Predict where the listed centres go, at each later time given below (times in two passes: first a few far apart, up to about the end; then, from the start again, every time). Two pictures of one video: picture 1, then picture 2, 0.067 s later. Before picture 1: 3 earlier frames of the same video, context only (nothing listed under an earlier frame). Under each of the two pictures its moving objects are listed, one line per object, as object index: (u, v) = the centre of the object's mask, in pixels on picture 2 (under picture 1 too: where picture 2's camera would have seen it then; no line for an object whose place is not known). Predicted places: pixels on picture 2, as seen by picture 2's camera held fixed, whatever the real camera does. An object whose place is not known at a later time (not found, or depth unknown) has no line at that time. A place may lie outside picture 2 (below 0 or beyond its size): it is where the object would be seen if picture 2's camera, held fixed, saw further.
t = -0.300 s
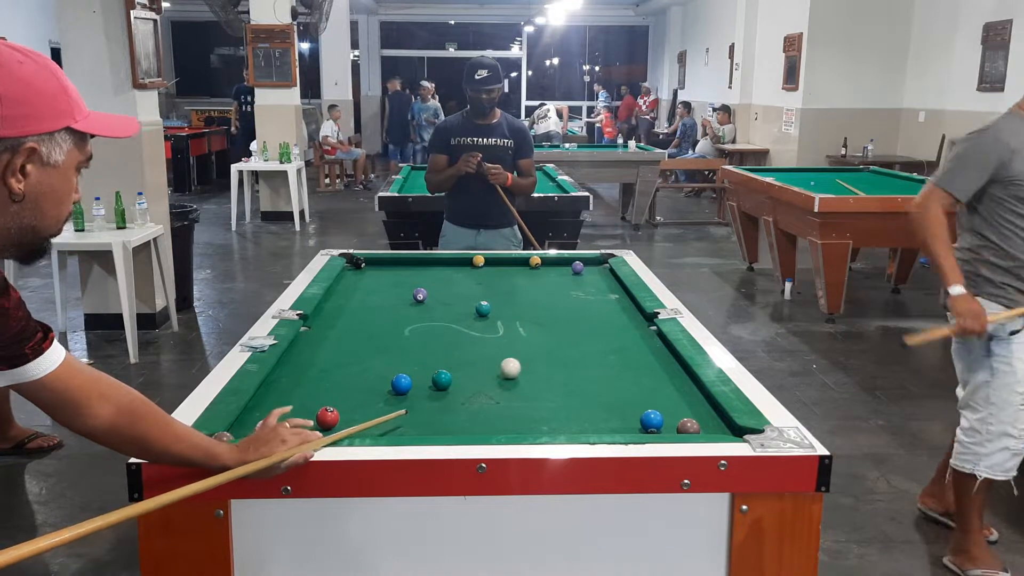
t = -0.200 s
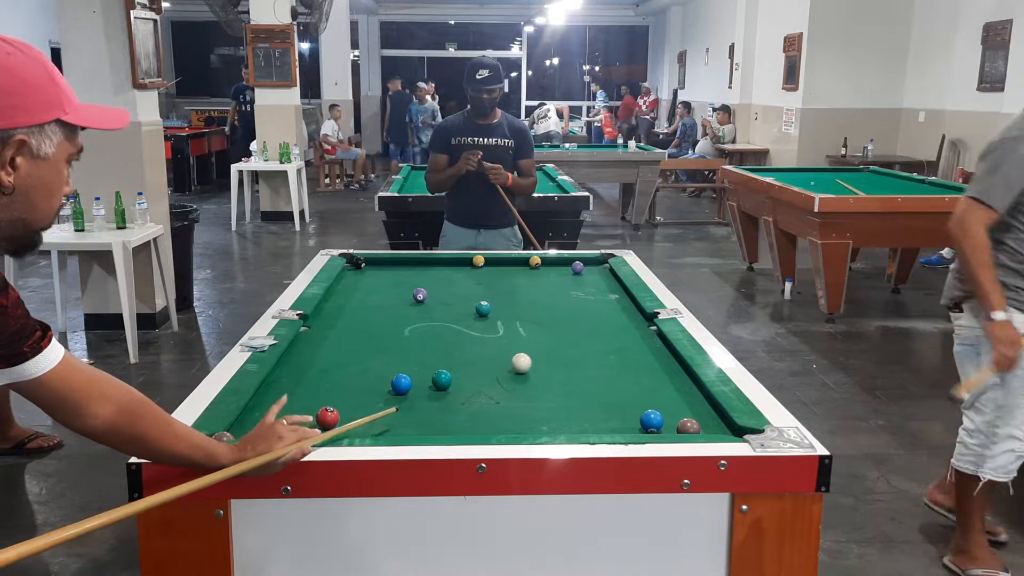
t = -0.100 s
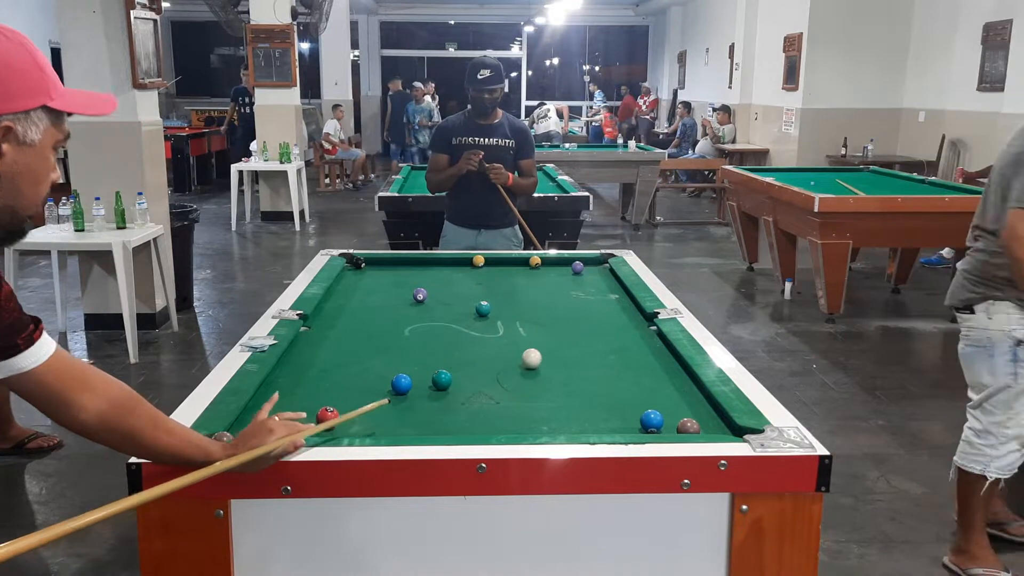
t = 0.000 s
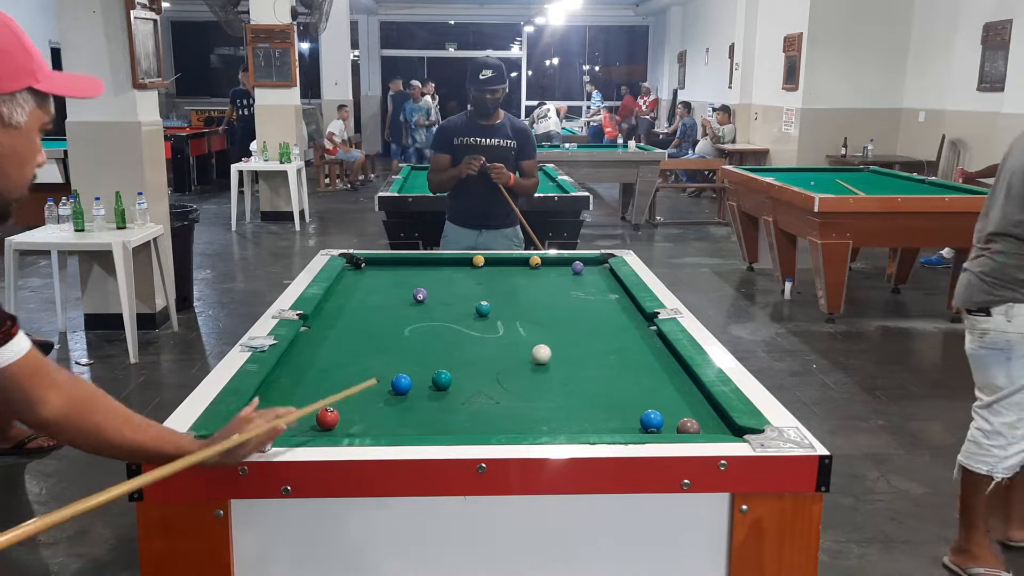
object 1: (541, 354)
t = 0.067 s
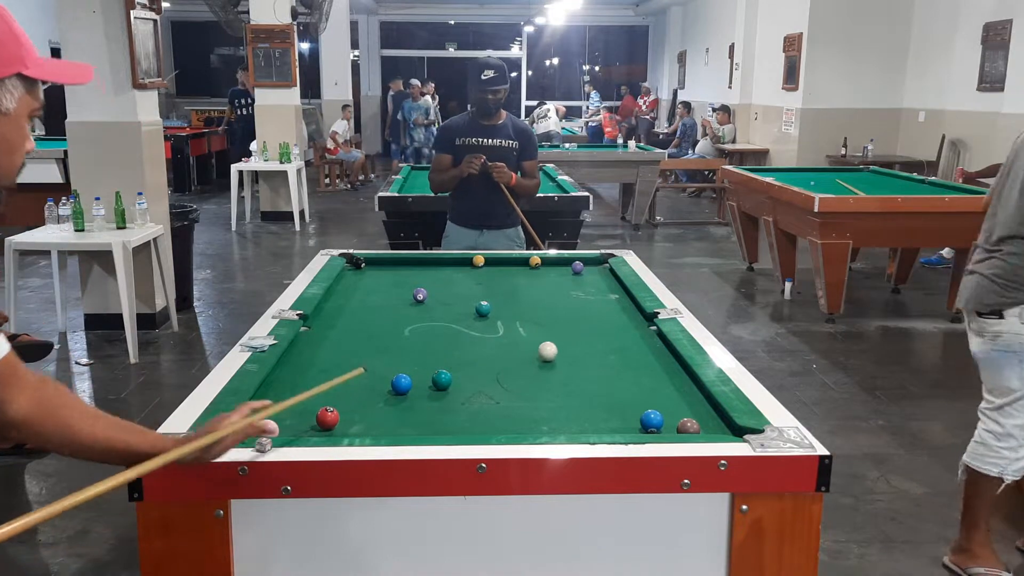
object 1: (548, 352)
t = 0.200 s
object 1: (560, 346)
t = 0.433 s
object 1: (578, 338)
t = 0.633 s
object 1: (593, 332)
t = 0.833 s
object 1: (606, 326)
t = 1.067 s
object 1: (620, 320)
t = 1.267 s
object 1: (630, 315)
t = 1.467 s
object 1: (635, 311)
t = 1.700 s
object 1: (625, 308)
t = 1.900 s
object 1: (617, 306)
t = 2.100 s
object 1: (611, 304)
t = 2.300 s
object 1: (606, 303)
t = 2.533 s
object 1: (601, 301)
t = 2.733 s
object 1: (597, 300)
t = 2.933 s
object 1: (595, 299)
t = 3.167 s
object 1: (593, 299)
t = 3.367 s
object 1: (592, 299)
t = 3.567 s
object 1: (592, 299)
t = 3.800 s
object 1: (592, 299)
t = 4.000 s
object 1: (592, 299)
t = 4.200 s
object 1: (592, 299)
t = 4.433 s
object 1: (592, 299)
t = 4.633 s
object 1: (593, 299)
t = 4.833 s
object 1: (592, 299)
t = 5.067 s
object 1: (592, 299)
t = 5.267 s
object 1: (592, 299)
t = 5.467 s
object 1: (592, 299)
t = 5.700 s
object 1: (592, 299)
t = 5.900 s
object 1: (592, 299)
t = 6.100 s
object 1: (592, 299)
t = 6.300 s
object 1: (592, 299)
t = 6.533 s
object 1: (593, 299)
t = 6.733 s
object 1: (592, 299)
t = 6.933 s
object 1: (592, 299)
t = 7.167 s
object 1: (592, 299)
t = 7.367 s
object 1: (592, 299)
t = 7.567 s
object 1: (592, 299)
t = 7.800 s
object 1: (592, 299)
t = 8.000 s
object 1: (592, 299)
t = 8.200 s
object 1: (593, 299)
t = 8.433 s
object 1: (592, 299)
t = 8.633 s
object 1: (592, 299)
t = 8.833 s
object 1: (592, 299)
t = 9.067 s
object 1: (592, 299)
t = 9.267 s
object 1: (592, 299)
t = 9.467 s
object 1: (592, 299)
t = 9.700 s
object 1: (592, 299)
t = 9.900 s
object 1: (592, 299)
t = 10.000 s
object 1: (592, 299)
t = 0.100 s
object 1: (551, 350)
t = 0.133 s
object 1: (554, 349)
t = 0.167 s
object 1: (557, 347)
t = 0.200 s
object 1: (560, 346)
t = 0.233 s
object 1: (562, 345)
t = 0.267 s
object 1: (565, 344)
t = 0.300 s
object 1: (568, 343)
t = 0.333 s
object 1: (571, 341)
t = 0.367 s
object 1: (573, 340)
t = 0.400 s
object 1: (576, 339)
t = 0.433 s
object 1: (578, 338)
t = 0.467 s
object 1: (581, 337)
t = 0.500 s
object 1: (583, 336)
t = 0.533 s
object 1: (586, 334)
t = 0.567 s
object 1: (588, 334)
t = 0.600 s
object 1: (590, 333)
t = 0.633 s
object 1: (593, 332)
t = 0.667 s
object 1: (595, 331)
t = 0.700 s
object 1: (598, 329)
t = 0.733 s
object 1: (600, 328)
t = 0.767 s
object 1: (602, 327)
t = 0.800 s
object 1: (604, 327)
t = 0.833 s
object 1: (606, 326)
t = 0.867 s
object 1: (608, 325)
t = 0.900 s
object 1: (610, 324)
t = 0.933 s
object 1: (612, 323)
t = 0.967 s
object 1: (614, 322)
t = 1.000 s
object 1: (616, 321)
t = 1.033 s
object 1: (618, 321)
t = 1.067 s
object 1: (620, 320)
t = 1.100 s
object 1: (622, 319)
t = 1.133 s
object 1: (623, 318)
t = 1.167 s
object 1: (625, 317)
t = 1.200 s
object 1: (627, 317)
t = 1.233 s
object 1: (629, 316)
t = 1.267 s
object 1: (630, 315)
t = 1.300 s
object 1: (632, 315)
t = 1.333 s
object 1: (633, 314)
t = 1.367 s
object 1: (635, 313)
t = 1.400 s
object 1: (636, 312)
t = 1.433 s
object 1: (636, 312)
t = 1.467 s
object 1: (635, 311)
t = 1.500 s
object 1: (633, 311)
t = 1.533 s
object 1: (632, 311)
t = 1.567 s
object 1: (630, 310)
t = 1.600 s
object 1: (629, 310)
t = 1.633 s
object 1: (627, 309)
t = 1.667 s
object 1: (626, 309)
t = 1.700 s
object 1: (625, 308)
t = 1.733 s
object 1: (623, 308)
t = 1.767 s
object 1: (622, 308)
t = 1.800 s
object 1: (621, 307)
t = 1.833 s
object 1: (620, 307)
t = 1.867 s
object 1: (618, 307)
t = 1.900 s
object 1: (617, 306)
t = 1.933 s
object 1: (616, 306)
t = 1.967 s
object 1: (615, 306)
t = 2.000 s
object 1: (614, 306)
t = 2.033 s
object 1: (613, 305)
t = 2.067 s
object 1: (612, 305)
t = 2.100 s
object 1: (611, 304)
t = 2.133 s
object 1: (610, 304)
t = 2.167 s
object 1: (609, 304)
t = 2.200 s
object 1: (608, 304)
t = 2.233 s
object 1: (607, 303)
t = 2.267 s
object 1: (606, 303)
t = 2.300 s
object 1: (606, 303)
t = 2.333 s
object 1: (605, 302)
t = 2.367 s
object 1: (604, 302)
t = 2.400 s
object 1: (603, 302)
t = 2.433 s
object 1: (602, 302)
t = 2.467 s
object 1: (602, 302)
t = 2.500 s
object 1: (601, 301)
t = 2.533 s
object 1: (601, 301)
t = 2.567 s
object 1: (600, 301)
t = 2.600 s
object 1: (599, 301)
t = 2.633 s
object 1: (599, 301)
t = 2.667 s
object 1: (598, 301)
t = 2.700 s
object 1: (598, 300)
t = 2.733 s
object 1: (597, 300)
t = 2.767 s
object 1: (597, 300)
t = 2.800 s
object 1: (596, 300)
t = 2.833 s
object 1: (596, 300)
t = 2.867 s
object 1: (595, 300)
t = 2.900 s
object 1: (595, 300)
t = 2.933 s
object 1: (595, 299)
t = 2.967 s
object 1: (594, 299)
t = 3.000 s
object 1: (594, 299)
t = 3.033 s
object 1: (594, 299)
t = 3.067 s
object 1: (593, 299)
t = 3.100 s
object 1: (594, 299)
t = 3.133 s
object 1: (593, 299)
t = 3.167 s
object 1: (593, 299)
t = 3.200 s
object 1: (593, 299)
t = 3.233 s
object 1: (593, 299)
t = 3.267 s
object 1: (593, 299)
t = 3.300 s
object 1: (593, 299)
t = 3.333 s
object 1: (592, 299)
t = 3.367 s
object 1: (592, 299)
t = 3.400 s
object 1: (592, 299)
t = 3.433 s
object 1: (592, 299)
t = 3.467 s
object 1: (592, 299)
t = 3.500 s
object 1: (592, 299)
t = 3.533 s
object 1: (592, 299)
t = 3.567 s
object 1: (592, 299)
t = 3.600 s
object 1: (592, 299)
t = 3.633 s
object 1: (592, 299)
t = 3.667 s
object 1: (592, 299)
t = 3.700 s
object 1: (592, 299)
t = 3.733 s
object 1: (592, 299)
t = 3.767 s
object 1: (592, 299)
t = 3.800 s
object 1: (592, 299)
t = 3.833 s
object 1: (592, 299)
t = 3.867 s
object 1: (592, 299)
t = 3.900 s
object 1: (592, 299)
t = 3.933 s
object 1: (592, 299)
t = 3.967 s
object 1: (592, 299)
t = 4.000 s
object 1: (592, 299)
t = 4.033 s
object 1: (592, 299)
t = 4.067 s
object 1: (592, 299)
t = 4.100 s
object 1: (592, 299)
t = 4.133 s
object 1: (592, 299)
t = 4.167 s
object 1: (592, 299)
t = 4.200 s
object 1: (592, 299)
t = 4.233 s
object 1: (592, 299)
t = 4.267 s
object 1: (592, 299)
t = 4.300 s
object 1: (592, 299)
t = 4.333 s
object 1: (592, 299)
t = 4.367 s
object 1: (592, 299)
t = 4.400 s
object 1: (592, 299)
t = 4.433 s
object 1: (592, 299)
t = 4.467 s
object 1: (592, 299)
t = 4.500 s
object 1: (592, 299)
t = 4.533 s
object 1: (592, 299)
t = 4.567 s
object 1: (592, 299)
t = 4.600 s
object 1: (592, 299)
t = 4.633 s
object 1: (593, 299)
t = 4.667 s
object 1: (592, 299)
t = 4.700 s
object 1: (592, 299)
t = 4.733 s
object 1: (592, 299)
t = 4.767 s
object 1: (592, 299)
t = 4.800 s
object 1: (592, 299)
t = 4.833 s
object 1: (592, 299)
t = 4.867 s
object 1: (592, 299)
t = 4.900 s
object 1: (592, 299)
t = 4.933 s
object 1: (592, 299)
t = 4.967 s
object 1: (592, 299)
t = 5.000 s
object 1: (592, 299)
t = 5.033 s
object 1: (592, 299)
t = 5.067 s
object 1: (592, 299)
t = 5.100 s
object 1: (592, 299)
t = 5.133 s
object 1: (592, 299)
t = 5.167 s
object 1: (592, 299)
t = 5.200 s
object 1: (592, 299)
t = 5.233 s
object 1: (592, 299)
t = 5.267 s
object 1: (592, 299)
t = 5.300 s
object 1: (592, 299)
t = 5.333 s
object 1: (592, 299)
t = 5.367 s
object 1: (592, 299)
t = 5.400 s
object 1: (592, 299)
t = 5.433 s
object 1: (592, 299)
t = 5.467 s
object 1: (592, 299)
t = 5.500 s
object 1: (592, 299)
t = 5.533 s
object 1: (592, 299)
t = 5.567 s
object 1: (592, 299)
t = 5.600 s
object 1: (592, 299)
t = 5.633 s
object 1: (592, 299)
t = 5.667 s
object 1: (592, 299)
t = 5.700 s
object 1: (592, 299)
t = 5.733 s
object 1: (592, 299)
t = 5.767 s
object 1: (592, 299)
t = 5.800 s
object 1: (592, 299)
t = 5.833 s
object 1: (592, 299)
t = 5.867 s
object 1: (592, 299)
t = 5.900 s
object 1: (592, 299)
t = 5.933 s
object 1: (592, 299)
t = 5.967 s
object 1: (592, 299)
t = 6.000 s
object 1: (592, 299)
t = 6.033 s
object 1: (592, 299)
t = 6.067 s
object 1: (592, 299)
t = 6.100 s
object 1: (592, 299)
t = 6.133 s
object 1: (592, 298)
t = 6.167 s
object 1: (593, 298)
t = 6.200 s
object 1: (593, 299)
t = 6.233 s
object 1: (592, 299)
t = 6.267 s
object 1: (593, 299)
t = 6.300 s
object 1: (592, 299)
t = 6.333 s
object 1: (592, 299)
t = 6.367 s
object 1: (592, 299)
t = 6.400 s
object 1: (593, 299)
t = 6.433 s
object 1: (592, 299)
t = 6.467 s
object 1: (592, 299)
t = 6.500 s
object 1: (592, 299)
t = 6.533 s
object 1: (593, 299)
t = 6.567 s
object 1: (592, 299)
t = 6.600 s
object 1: (593, 299)
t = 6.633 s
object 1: (592, 299)
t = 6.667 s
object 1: (592, 299)
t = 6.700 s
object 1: (592, 299)
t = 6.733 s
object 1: (592, 299)
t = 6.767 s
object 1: (592, 299)
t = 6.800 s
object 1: (592, 299)
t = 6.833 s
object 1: (592, 299)
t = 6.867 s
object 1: (592, 299)
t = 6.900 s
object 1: (592, 299)
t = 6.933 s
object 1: (592, 299)
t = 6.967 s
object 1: (592, 299)
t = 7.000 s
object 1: (592, 299)
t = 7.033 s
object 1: (592, 299)
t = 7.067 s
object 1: (592, 299)
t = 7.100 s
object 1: (592, 299)
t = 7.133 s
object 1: (592, 299)
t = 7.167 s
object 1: (592, 299)
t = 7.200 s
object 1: (592, 299)
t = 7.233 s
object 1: (592, 299)
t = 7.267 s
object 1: (592, 299)
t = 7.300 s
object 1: (592, 299)
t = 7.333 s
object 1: (592, 299)
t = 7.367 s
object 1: (592, 299)
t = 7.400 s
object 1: (592, 299)
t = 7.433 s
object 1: (592, 299)
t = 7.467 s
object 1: (592, 299)
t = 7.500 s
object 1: (592, 299)
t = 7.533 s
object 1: (592, 299)
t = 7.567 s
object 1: (592, 299)
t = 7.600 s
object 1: (592, 299)
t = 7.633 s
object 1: (592, 299)
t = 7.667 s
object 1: (592, 299)
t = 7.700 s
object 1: (592, 299)
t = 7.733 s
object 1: (592, 299)
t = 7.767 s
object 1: (592, 299)
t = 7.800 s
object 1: (592, 299)
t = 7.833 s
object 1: (592, 299)
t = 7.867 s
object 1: (592, 299)
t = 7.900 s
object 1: (592, 299)
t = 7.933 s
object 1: (592, 299)
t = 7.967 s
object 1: (592, 299)
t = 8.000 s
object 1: (592, 299)
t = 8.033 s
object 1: (592, 299)
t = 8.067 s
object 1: (592, 299)
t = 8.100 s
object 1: (592, 299)
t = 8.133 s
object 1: (592, 299)
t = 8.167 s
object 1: (592, 299)
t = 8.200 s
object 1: (593, 299)
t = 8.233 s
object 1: (593, 299)
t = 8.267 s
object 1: (593, 299)
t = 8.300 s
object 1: (592, 299)
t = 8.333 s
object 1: (592, 299)
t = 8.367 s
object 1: (592, 299)
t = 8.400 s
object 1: (592, 299)
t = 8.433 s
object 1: (592, 299)
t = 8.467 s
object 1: (592, 299)
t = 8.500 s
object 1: (592, 299)
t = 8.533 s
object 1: (592, 299)
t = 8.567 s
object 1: (592, 299)
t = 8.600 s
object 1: (592, 299)
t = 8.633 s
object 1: (592, 299)
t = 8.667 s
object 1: (592, 299)
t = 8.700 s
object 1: (592, 299)
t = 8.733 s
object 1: (592, 299)
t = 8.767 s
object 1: (592, 299)
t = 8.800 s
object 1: (592, 299)
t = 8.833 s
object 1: (592, 299)
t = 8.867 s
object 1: (592, 299)
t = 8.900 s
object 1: (592, 299)
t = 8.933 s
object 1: (592, 299)
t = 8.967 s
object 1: (592, 299)
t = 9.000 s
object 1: (592, 299)
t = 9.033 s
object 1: (592, 299)
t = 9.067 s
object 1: (592, 299)
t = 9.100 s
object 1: (592, 299)
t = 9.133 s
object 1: (592, 299)
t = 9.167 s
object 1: (592, 299)
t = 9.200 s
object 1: (592, 299)
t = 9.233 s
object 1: (592, 299)
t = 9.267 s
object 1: (592, 299)
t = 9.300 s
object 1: (593, 299)
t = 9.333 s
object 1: (592, 299)
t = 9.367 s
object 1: (592, 299)
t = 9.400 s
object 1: (593, 299)
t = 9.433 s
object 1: (592, 299)
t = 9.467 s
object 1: (592, 299)
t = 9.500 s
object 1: (592, 299)
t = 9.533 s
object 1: (592, 299)
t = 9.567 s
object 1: (592, 299)
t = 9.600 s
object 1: (593, 299)
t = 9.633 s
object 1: (592, 299)
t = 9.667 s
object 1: (592, 299)
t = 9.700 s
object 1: (592, 299)
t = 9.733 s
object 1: (592, 299)
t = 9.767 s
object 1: (592, 299)
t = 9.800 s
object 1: (592, 299)
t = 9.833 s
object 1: (592, 299)
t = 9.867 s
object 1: (592, 299)
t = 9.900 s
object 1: (592, 299)
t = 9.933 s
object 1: (592, 299)
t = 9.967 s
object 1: (592, 299)
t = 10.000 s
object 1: (592, 299)
